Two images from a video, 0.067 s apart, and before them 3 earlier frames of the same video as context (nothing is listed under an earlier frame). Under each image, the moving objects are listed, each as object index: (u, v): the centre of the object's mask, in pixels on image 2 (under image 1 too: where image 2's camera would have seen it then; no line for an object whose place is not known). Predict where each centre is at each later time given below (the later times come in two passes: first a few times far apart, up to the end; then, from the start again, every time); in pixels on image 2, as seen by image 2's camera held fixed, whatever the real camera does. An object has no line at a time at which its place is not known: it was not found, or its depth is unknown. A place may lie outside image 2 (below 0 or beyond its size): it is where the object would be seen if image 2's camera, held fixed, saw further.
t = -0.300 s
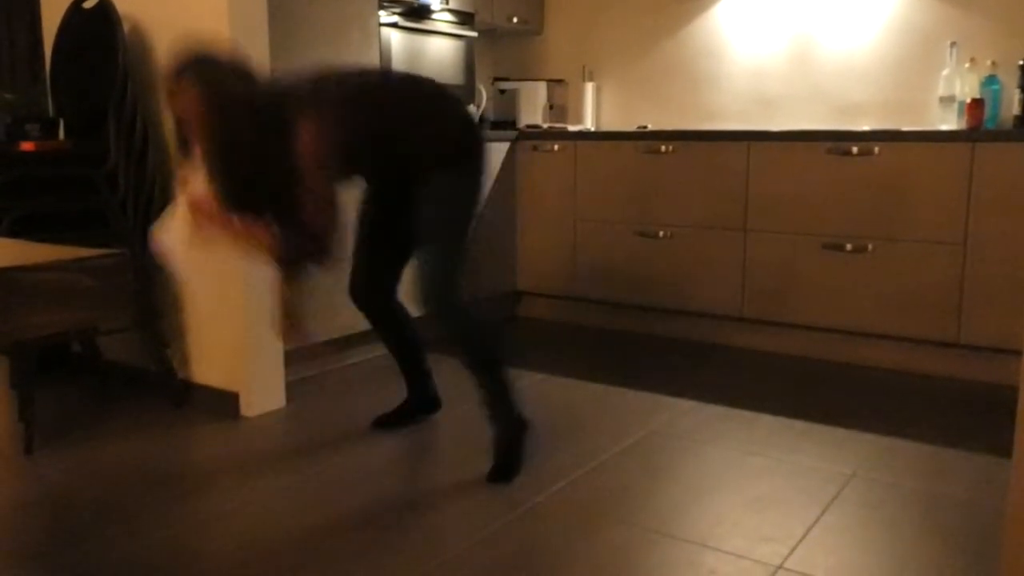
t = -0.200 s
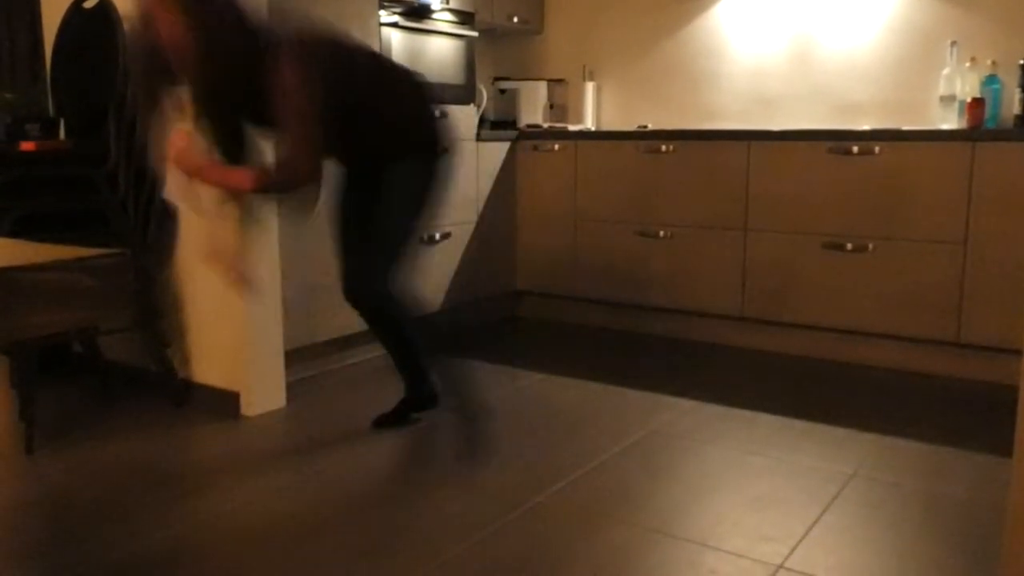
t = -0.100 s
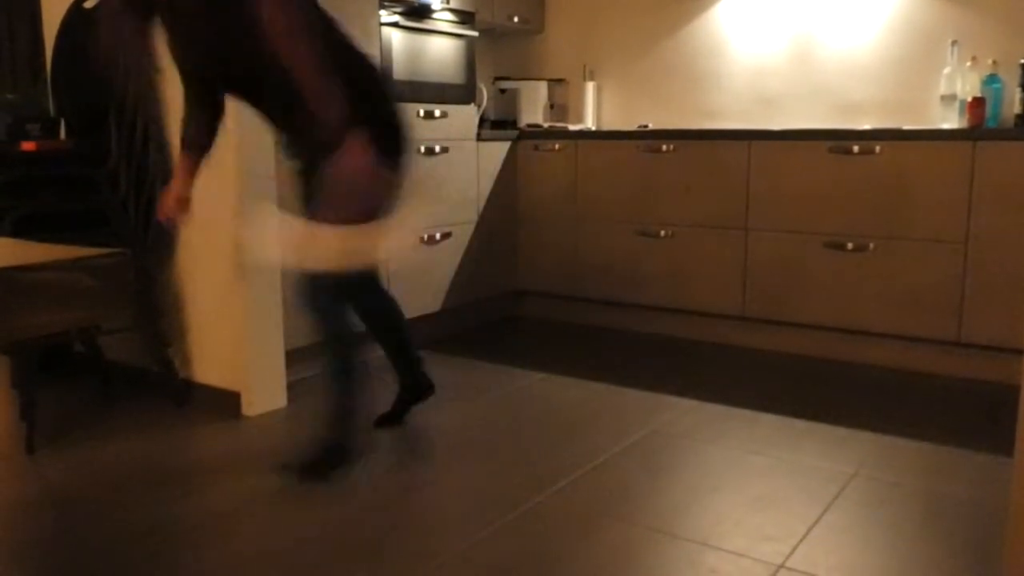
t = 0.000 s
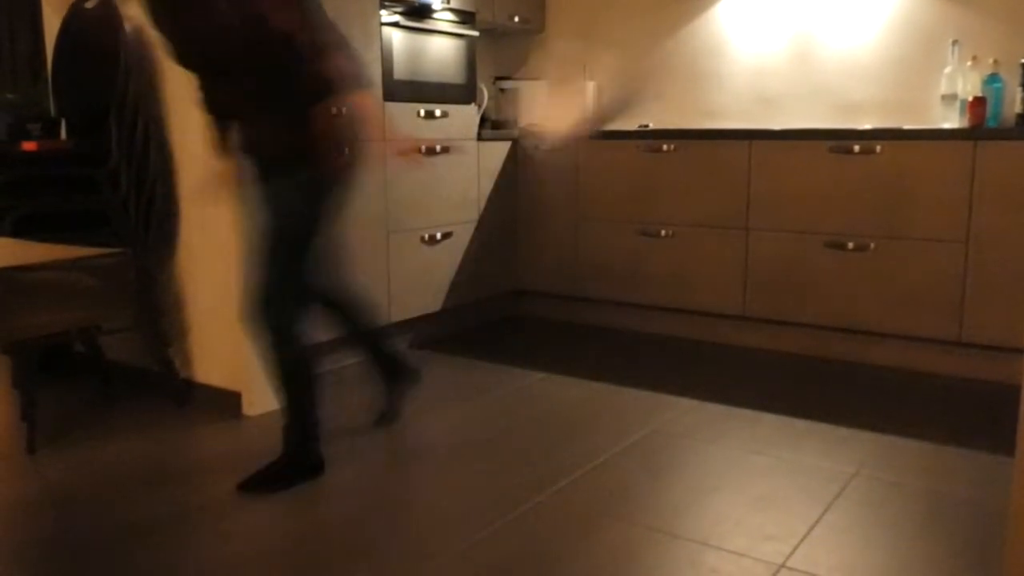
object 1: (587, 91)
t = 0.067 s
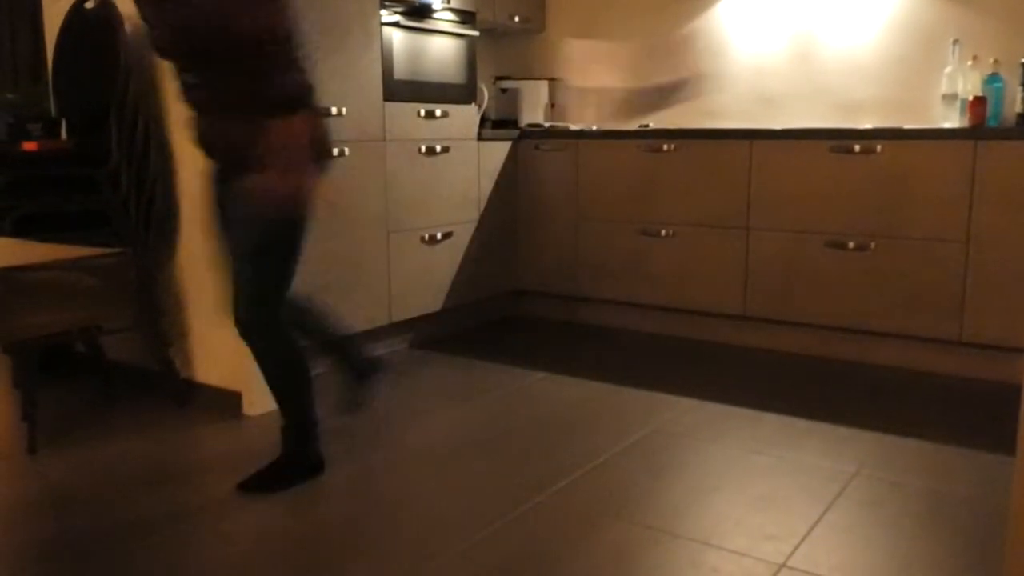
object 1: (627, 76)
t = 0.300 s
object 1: (773, 79)
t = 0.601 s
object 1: (807, 213)
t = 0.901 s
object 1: (800, 339)
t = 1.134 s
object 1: (821, 413)
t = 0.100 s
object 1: (659, 71)
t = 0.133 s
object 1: (679, 71)
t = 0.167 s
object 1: (715, 80)
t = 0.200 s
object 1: (762, 70)
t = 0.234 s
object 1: (747, 81)
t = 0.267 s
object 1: (769, 70)
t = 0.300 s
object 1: (773, 79)
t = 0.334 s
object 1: (777, 90)
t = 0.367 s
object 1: (783, 103)
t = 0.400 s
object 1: (790, 121)
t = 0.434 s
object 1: (796, 133)
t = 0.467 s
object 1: (801, 143)
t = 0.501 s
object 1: (805, 159)
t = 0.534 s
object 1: (805, 184)
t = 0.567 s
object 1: (807, 199)
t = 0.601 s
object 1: (807, 213)
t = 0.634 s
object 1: (808, 223)
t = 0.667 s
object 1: (807, 237)
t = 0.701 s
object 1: (807, 257)
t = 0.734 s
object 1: (805, 268)
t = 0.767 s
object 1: (807, 287)
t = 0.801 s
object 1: (801, 302)
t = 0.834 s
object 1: (800, 316)
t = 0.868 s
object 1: (799, 327)
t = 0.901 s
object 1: (800, 339)
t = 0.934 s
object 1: (806, 352)
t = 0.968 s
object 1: (805, 360)
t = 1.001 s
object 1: (806, 374)
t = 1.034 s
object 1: (811, 383)
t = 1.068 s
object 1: (817, 390)
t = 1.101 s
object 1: (821, 401)
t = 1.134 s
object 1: (821, 413)
